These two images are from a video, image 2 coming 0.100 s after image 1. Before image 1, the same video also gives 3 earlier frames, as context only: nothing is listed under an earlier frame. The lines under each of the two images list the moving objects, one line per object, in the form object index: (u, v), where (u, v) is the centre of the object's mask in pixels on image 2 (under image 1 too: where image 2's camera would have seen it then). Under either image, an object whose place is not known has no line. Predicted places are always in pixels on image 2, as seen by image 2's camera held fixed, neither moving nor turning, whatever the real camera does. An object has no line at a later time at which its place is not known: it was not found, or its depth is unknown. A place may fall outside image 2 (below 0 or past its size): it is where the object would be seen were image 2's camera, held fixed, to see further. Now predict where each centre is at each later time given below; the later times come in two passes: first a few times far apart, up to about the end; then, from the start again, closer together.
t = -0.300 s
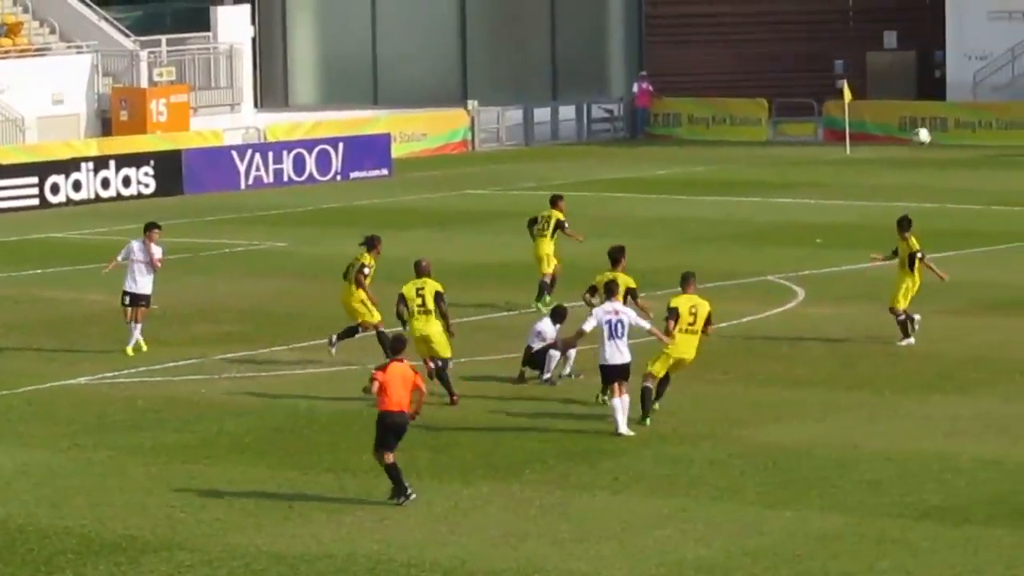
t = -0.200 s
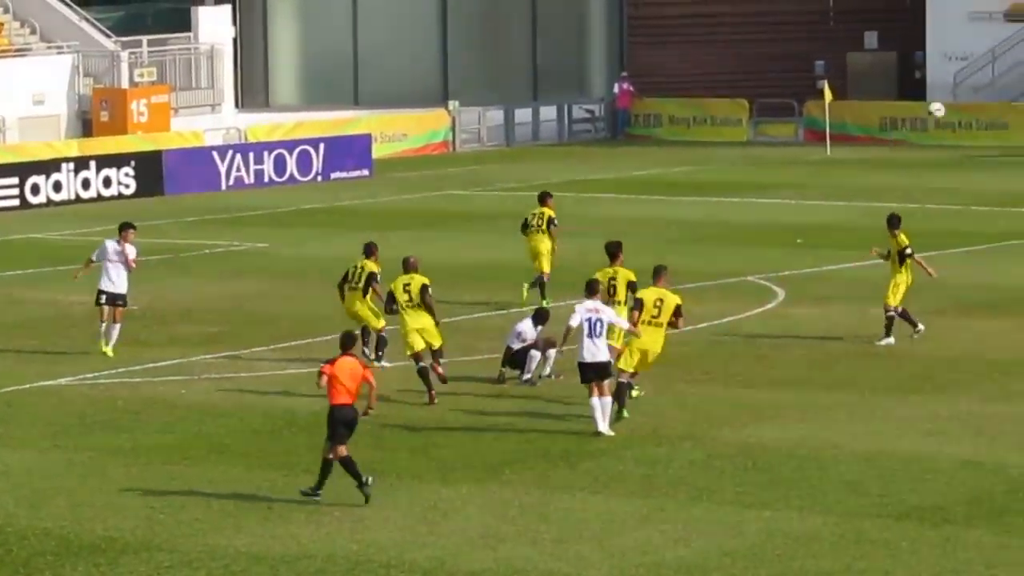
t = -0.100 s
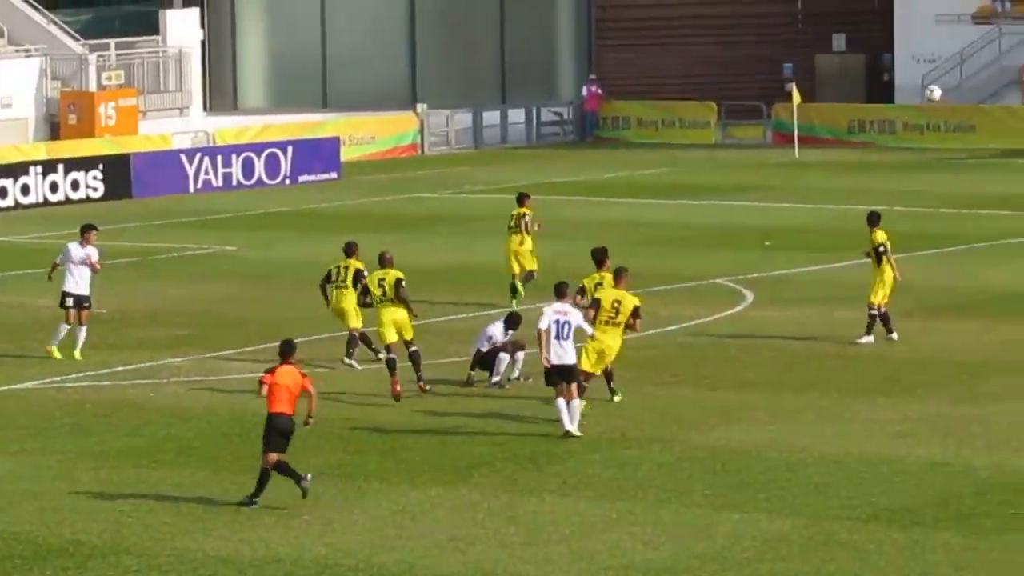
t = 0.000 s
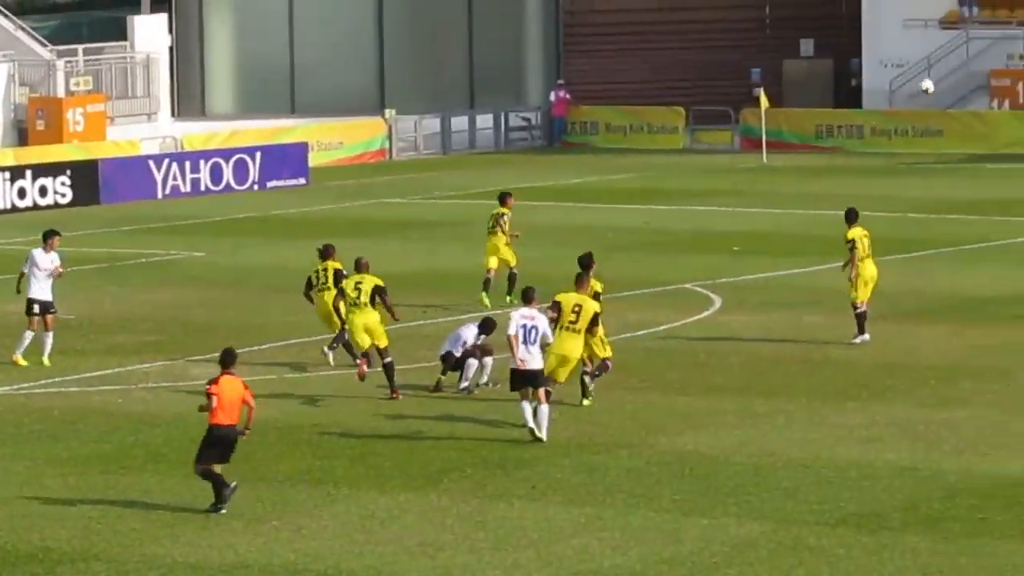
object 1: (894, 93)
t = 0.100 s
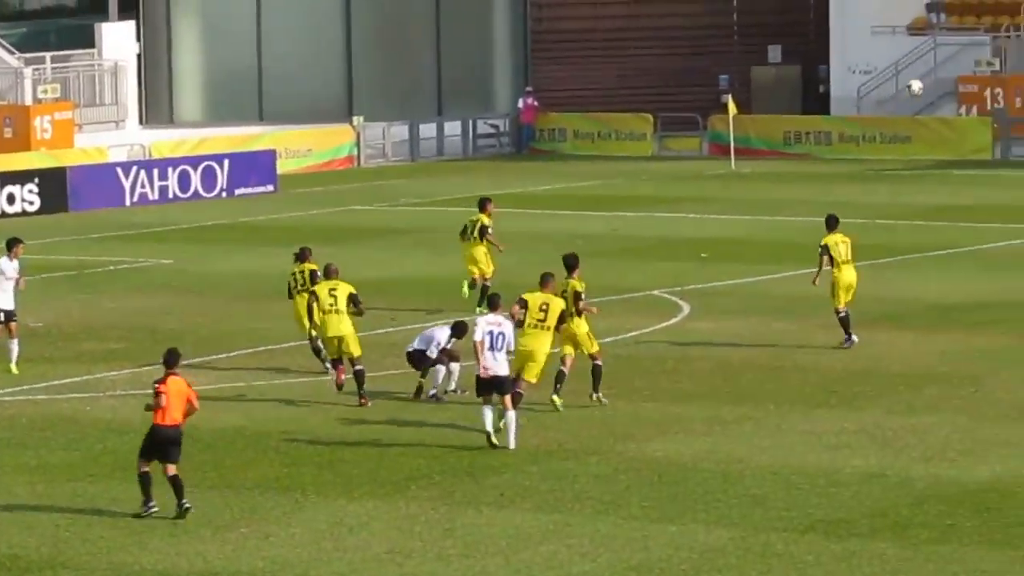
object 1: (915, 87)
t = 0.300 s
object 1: (951, 93)
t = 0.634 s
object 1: (989, 151)
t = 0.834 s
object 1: (1001, 209)
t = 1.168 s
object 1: (993, 185)
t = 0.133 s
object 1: (921, 86)
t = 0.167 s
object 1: (928, 86)
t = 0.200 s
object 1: (934, 87)
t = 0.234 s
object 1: (940, 89)
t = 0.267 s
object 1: (946, 90)
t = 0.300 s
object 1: (951, 93)
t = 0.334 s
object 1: (956, 96)
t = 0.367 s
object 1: (960, 100)
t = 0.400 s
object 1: (965, 104)
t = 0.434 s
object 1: (968, 109)
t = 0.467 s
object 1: (972, 112)
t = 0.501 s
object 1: (977, 120)
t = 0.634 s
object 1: (989, 151)
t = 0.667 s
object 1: (991, 159)
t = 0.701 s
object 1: (995, 167)
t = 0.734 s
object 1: (996, 178)
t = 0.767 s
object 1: (998, 188)
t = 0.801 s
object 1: (1000, 197)
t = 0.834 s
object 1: (1001, 209)
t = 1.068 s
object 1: (998, 206)
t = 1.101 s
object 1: (996, 198)
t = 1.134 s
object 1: (995, 190)
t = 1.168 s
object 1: (993, 185)
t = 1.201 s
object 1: (991, 179)
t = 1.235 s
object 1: (990, 174)
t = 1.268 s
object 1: (988, 170)
